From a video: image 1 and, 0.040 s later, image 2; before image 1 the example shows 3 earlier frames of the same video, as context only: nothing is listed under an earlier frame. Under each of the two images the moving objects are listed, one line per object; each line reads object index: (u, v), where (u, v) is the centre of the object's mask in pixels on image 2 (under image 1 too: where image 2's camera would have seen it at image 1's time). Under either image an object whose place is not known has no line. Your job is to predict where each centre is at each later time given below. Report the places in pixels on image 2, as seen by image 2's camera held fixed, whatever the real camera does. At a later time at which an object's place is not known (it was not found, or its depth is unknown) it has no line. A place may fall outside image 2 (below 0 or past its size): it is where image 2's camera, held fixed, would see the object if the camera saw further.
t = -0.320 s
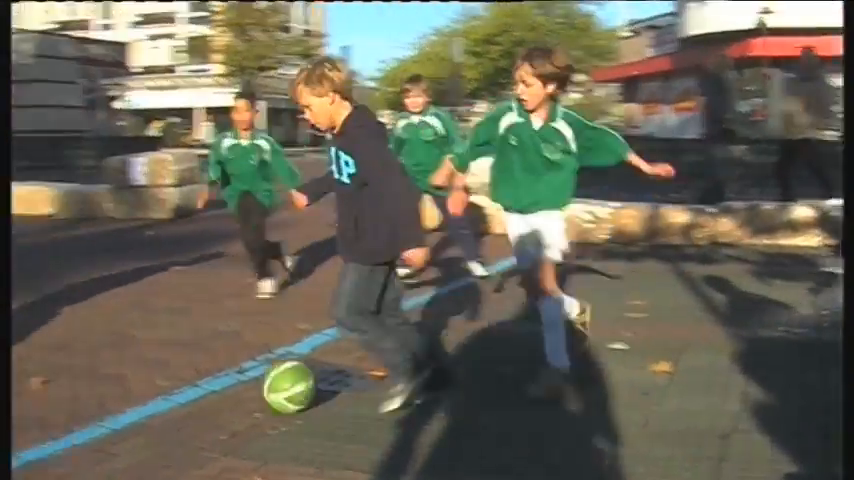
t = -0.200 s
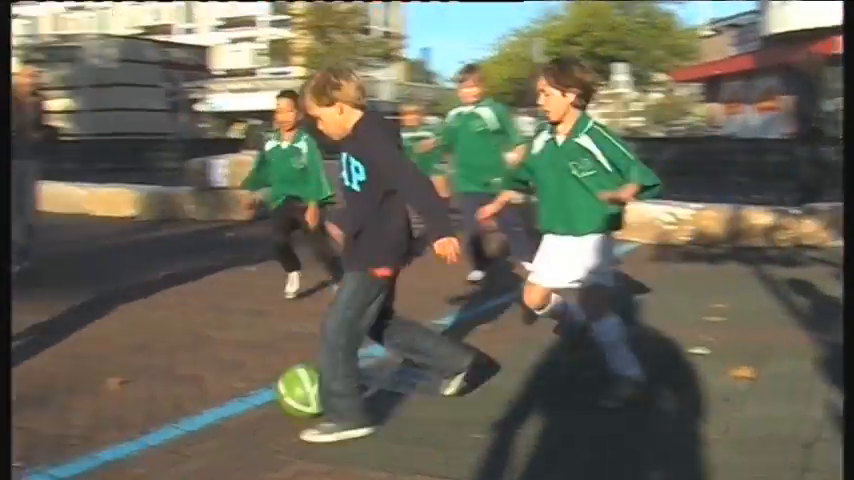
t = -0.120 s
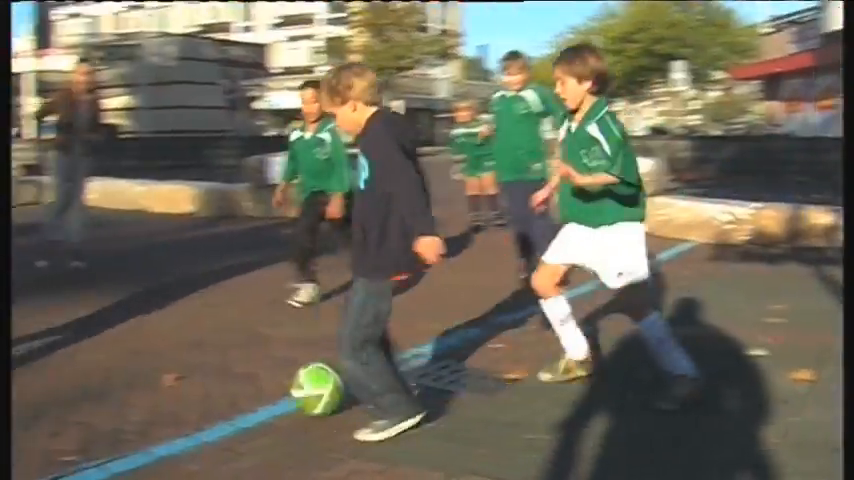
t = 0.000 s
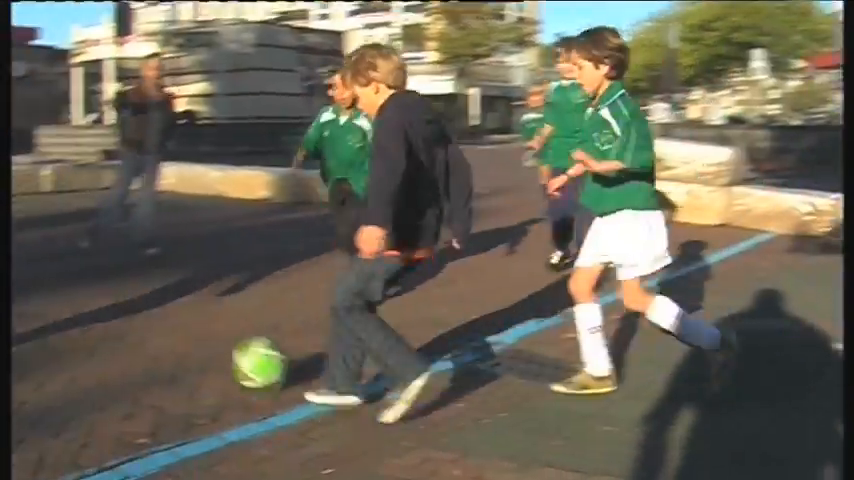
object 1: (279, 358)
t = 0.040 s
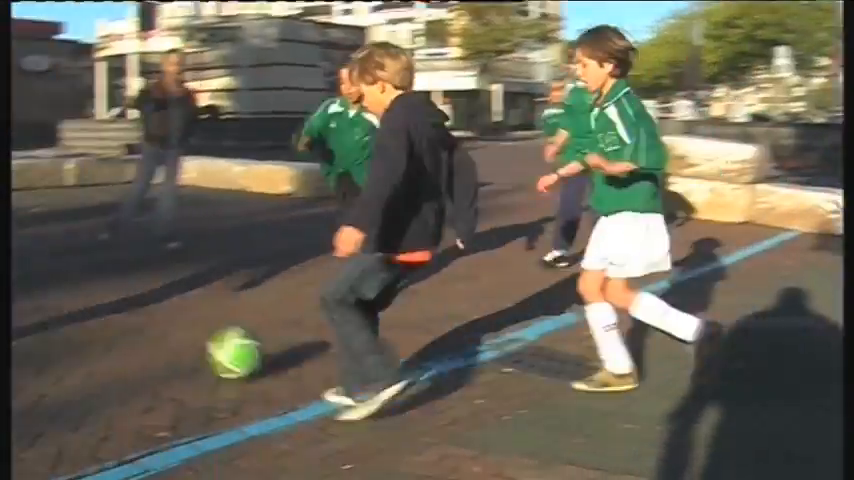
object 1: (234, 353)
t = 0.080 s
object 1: (189, 351)
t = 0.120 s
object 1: (147, 350)
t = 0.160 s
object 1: (109, 347)
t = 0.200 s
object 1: (75, 344)
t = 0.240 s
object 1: (41, 342)
